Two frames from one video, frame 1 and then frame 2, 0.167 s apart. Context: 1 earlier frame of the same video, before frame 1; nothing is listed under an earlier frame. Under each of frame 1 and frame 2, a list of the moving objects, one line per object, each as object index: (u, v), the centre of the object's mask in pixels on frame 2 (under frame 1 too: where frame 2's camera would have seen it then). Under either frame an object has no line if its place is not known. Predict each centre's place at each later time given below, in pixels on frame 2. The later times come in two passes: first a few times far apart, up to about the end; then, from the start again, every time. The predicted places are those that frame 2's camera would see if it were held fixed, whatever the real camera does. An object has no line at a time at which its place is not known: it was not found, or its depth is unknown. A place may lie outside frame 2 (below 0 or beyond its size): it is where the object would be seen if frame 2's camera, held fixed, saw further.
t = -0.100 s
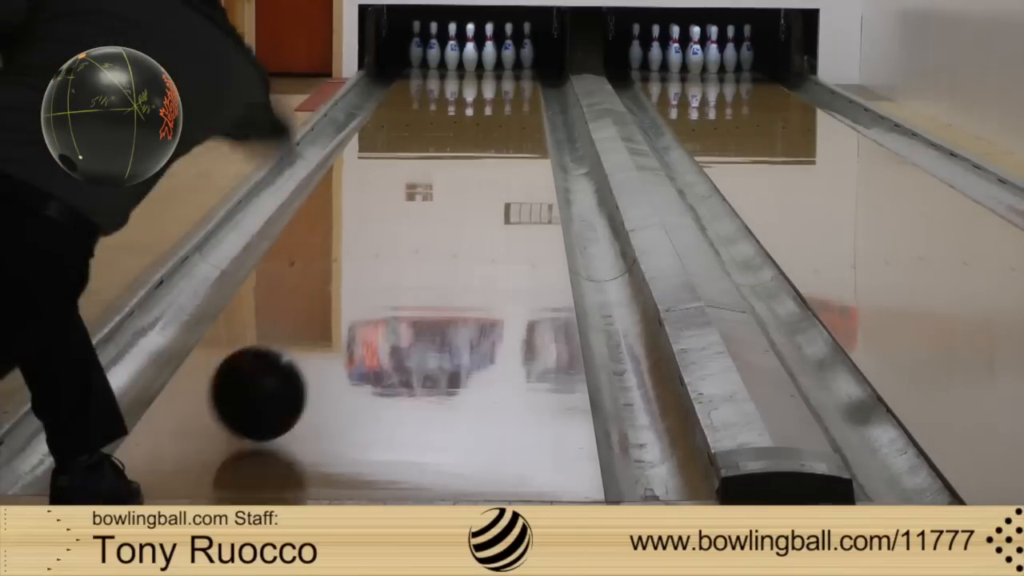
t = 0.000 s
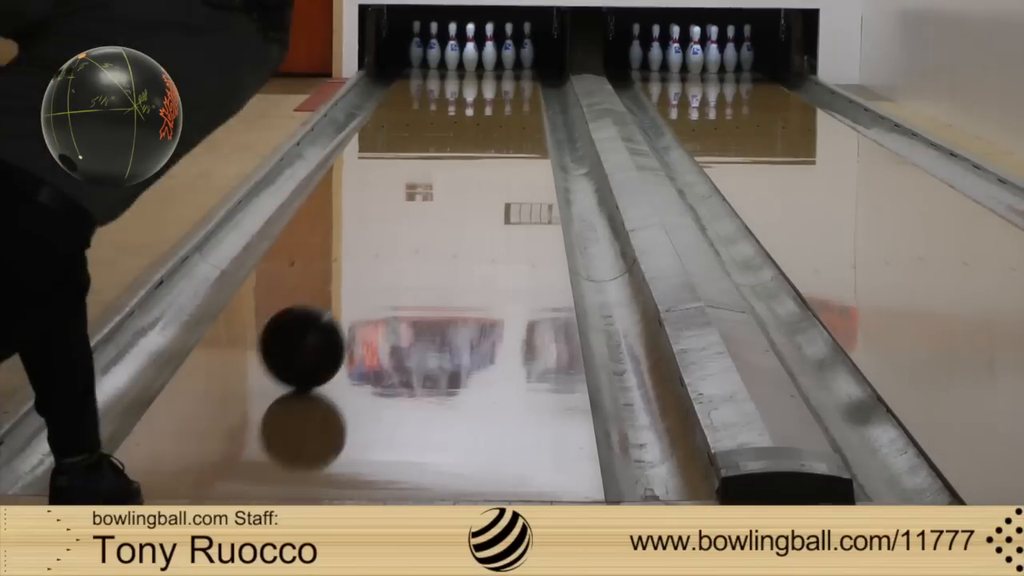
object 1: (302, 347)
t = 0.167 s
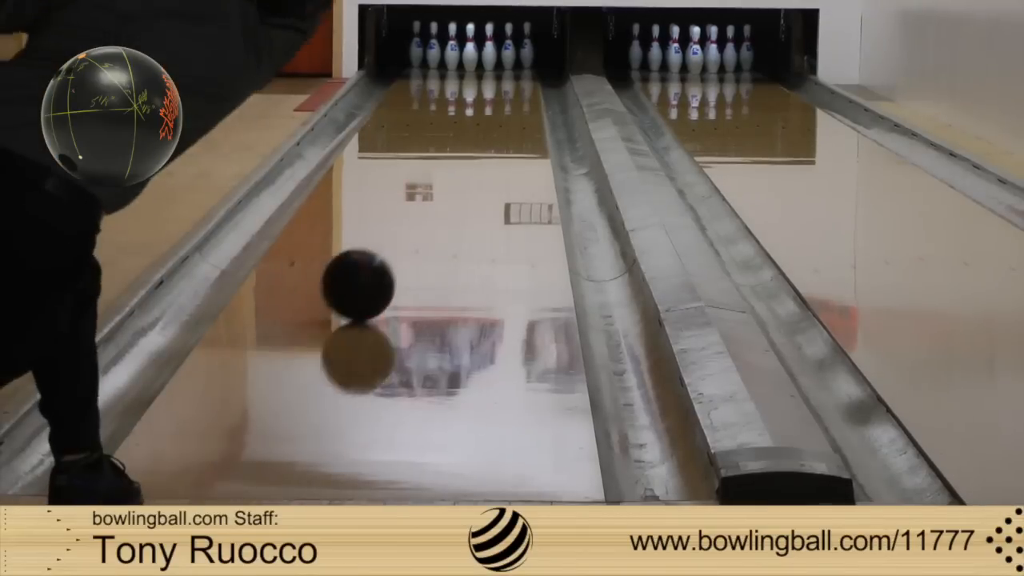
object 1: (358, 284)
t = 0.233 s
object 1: (376, 265)
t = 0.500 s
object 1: (429, 202)
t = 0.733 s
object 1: (460, 166)
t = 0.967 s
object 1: (482, 137)
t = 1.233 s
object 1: (499, 113)
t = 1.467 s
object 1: (507, 95)
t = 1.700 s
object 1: (507, 81)
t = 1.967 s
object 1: (494, 69)
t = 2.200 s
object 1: (474, 59)
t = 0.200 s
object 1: (367, 274)
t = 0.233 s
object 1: (376, 265)
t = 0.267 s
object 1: (384, 256)
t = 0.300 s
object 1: (391, 247)
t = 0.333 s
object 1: (398, 239)
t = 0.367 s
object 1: (405, 230)
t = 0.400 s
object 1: (411, 223)
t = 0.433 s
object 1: (418, 216)
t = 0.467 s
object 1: (423, 209)
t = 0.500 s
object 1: (429, 202)
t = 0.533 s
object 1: (434, 196)
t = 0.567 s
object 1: (439, 190)
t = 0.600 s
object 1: (443, 185)
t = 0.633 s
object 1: (448, 180)
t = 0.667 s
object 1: (452, 175)
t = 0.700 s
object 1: (456, 170)
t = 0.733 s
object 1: (460, 166)
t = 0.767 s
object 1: (463, 161)
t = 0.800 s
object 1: (467, 157)
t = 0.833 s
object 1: (470, 153)
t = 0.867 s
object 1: (473, 148)
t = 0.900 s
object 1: (476, 144)
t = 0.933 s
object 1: (479, 141)
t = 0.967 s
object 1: (482, 137)
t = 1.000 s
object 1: (484, 134)
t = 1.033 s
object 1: (487, 131)
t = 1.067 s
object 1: (489, 128)
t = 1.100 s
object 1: (491, 124)
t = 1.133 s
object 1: (494, 121)
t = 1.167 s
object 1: (496, 118)
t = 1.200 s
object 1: (498, 116)
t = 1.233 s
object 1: (499, 113)
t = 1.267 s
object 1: (501, 110)
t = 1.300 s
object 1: (502, 108)
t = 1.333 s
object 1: (504, 105)
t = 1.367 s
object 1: (505, 102)
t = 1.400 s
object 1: (505, 100)
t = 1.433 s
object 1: (506, 98)
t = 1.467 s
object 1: (507, 95)
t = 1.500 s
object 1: (508, 93)
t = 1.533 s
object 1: (508, 91)
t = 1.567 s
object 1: (508, 89)
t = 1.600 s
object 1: (508, 87)
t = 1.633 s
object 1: (508, 85)
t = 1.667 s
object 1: (507, 83)
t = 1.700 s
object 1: (507, 81)
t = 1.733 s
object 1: (505, 79)
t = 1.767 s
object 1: (504, 78)
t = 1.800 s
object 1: (504, 76)
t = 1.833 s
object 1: (502, 75)
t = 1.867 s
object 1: (500, 73)
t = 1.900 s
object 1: (498, 71)
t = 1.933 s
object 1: (496, 70)
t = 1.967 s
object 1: (494, 69)
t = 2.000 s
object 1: (492, 67)
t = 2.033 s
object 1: (489, 66)
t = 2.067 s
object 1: (487, 65)
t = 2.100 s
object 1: (483, 63)
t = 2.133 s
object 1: (480, 62)
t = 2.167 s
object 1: (477, 61)
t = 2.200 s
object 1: (474, 59)
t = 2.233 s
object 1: (474, 59)
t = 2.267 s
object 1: (471, 59)
